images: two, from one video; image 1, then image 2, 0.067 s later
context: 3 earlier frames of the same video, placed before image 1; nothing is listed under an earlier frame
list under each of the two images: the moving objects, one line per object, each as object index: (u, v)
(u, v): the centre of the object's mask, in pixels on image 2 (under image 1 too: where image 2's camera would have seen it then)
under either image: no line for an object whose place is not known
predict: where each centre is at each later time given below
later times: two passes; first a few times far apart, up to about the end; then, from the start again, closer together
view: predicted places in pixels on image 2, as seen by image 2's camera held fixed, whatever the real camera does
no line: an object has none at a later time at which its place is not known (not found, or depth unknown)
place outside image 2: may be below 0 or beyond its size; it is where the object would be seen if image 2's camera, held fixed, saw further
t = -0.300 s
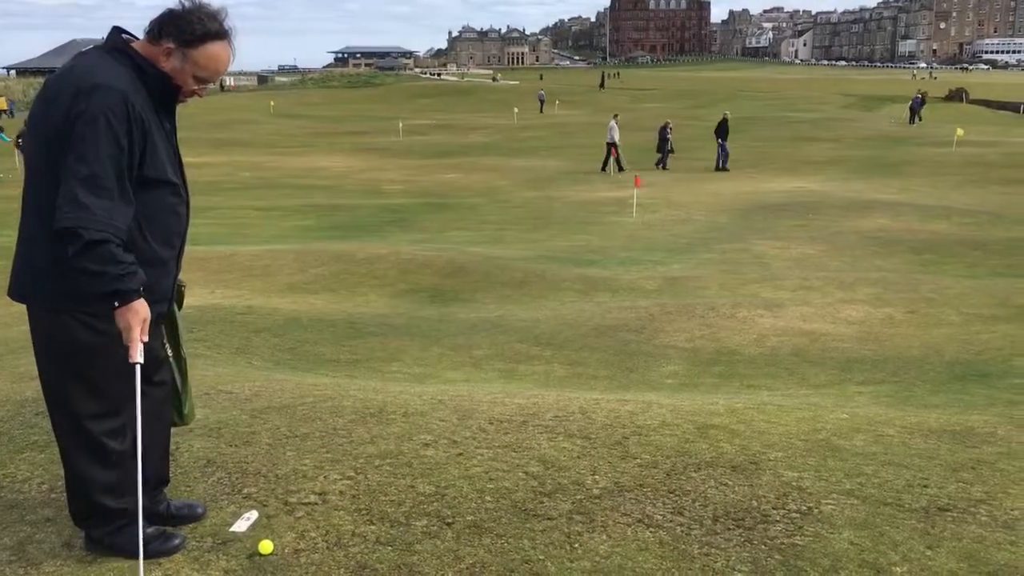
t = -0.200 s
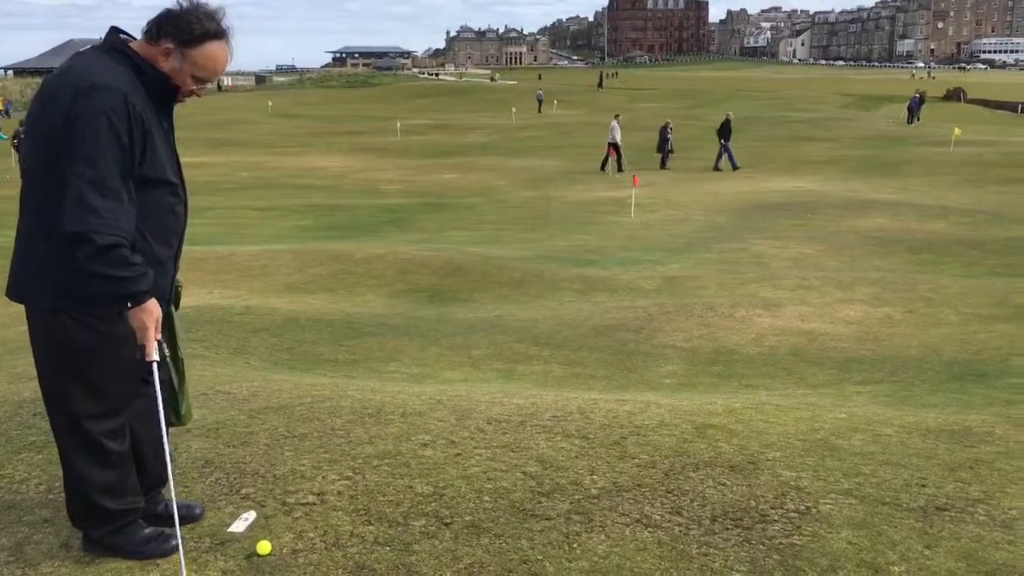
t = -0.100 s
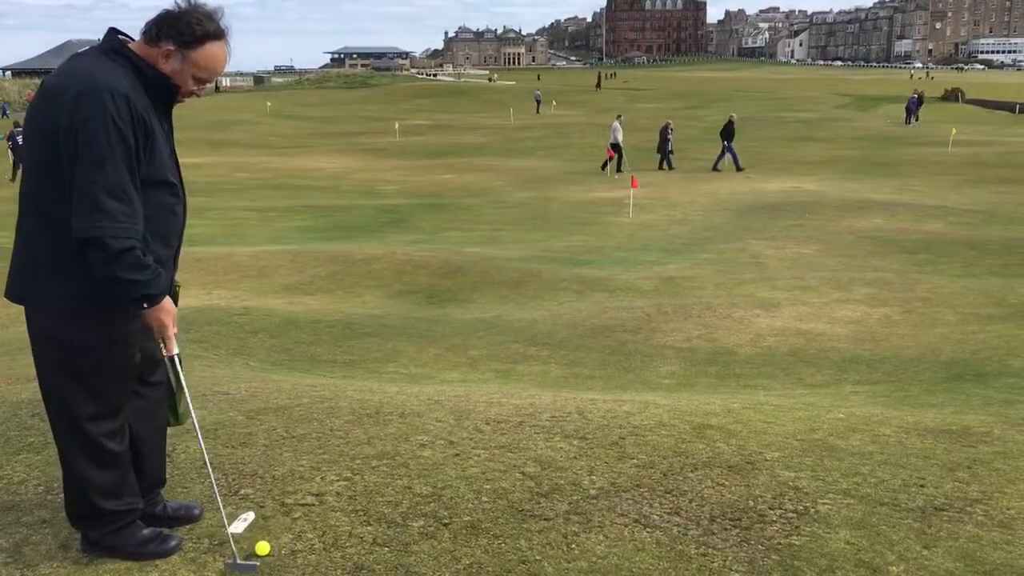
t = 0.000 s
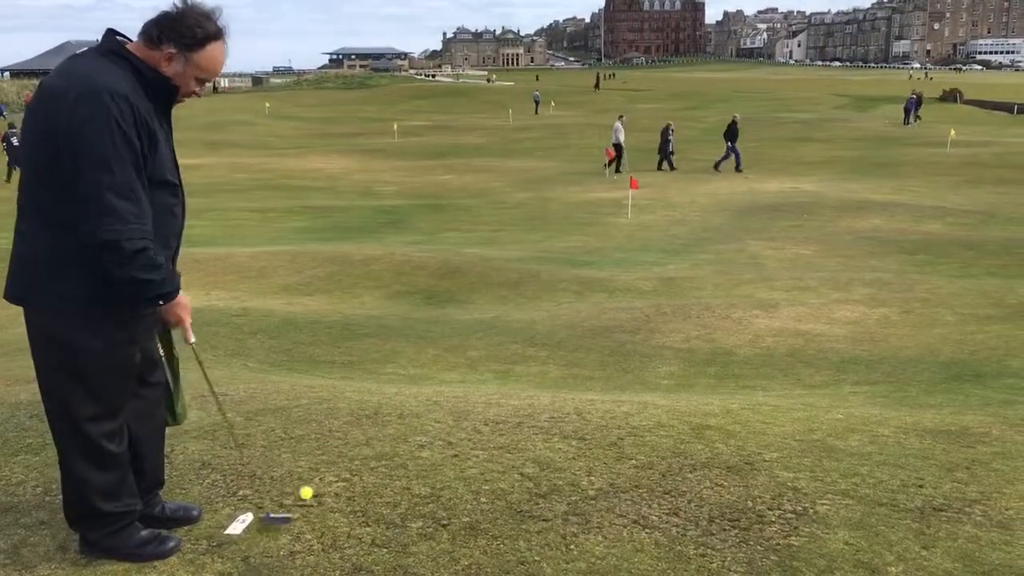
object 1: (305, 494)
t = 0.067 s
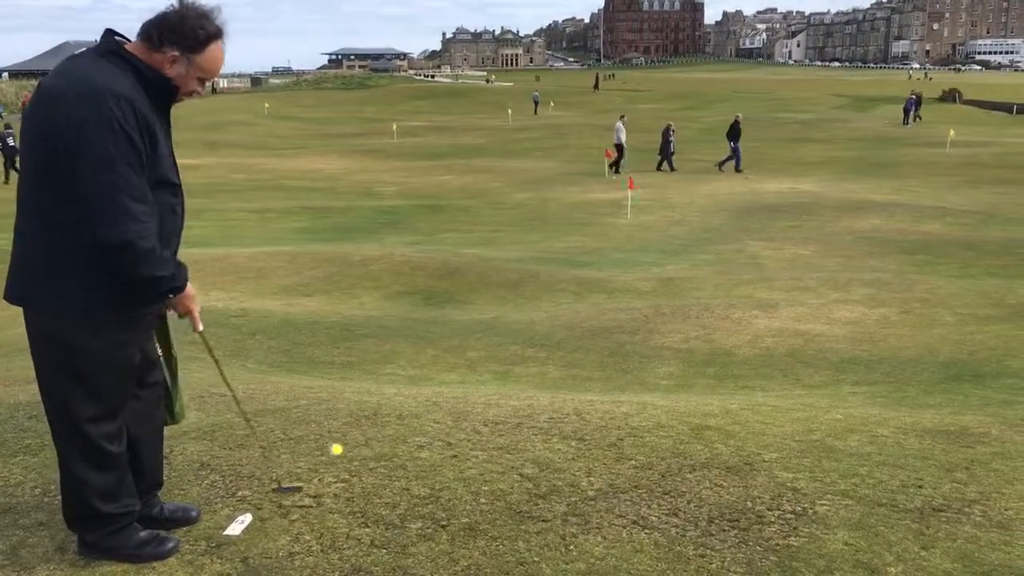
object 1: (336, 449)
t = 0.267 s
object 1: (404, 402)
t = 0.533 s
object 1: (462, 384)
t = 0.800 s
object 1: (504, 386)
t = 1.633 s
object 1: (575, 312)
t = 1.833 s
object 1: (586, 302)
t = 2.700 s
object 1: (615, 268)
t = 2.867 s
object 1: (622, 262)
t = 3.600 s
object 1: (645, 243)
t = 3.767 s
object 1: (649, 239)
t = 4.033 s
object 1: (652, 234)
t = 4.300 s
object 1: (659, 227)
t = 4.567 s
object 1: (660, 225)
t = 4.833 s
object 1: (661, 220)
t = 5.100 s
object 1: (661, 219)
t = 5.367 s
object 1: (664, 213)
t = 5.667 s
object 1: (664, 213)
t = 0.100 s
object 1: (350, 433)
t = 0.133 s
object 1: (362, 420)
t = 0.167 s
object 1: (373, 412)
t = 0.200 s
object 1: (384, 405)
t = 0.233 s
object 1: (394, 403)
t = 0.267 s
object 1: (404, 402)
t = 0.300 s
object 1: (414, 399)
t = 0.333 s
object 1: (421, 392)
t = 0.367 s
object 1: (429, 388)
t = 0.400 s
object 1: (436, 386)
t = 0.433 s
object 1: (443, 386)
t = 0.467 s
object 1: (450, 389)
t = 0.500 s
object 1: (457, 388)
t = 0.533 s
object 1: (462, 384)
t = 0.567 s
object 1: (468, 382)
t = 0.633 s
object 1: (479, 384)
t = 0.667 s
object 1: (484, 388)
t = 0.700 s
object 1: (489, 385)
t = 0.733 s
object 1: (494, 385)
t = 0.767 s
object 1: (498, 386)
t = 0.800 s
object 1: (504, 386)
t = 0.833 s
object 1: (507, 384)
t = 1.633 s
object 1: (575, 312)
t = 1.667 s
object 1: (577, 311)
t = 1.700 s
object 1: (579, 309)
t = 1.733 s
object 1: (580, 306)
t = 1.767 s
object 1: (580, 306)
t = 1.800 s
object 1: (583, 306)
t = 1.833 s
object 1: (586, 302)
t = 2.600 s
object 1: (612, 270)
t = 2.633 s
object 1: (614, 269)
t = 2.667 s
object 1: (615, 268)
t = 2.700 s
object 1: (615, 268)
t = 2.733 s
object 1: (617, 266)
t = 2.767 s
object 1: (618, 266)
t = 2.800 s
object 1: (619, 266)
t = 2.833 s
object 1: (622, 263)
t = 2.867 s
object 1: (622, 262)
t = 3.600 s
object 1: (645, 243)
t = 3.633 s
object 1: (646, 242)
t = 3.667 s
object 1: (646, 242)
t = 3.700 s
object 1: (646, 242)
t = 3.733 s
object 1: (648, 239)
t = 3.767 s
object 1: (649, 239)
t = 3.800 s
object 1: (651, 236)
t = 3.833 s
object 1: (651, 235)
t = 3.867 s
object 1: (652, 235)
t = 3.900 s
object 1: (651, 235)
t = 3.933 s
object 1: (651, 235)
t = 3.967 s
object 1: (652, 235)
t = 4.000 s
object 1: (652, 235)
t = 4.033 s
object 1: (652, 234)
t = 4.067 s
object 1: (653, 235)
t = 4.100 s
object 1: (654, 234)
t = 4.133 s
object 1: (654, 233)
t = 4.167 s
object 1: (654, 233)
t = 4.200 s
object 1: (655, 233)
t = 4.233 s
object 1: (657, 230)
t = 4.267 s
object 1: (659, 229)
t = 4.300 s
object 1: (659, 227)
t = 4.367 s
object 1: (658, 229)
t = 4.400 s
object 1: (659, 227)
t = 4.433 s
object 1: (659, 227)
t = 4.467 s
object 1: (659, 226)
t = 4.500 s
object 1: (660, 225)
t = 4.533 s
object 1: (660, 225)
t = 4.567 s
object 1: (660, 225)
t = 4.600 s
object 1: (660, 224)
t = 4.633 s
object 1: (660, 224)
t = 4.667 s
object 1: (661, 223)
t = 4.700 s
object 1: (661, 222)
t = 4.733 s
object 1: (661, 222)
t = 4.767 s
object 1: (661, 221)
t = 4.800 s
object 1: (661, 220)
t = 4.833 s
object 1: (661, 220)
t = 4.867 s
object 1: (661, 220)
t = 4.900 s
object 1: (661, 220)
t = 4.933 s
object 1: (661, 219)
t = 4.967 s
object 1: (662, 219)
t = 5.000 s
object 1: (661, 219)
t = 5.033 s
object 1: (661, 219)
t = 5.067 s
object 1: (661, 219)
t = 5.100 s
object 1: (661, 219)
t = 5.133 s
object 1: (662, 219)
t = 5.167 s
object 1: (661, 218)
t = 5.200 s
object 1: (662, 218)
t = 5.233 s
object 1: (663, 214)
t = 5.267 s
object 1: (664, 214)
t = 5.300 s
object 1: (664, 214)
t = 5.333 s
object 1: (664, 213)
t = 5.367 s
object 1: (664, 213)
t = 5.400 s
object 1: (664, 213)
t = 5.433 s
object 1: (664, 213)
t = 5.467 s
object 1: (664, 213)
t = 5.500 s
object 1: (664, 213)
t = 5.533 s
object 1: (664, 213)
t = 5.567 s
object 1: (664, 213)
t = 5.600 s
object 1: (664, 213)
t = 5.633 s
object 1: (664, 212)
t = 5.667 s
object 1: (664, 213)
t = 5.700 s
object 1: (664, 213)
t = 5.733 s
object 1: (664, 212)
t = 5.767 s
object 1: (665, 207)
